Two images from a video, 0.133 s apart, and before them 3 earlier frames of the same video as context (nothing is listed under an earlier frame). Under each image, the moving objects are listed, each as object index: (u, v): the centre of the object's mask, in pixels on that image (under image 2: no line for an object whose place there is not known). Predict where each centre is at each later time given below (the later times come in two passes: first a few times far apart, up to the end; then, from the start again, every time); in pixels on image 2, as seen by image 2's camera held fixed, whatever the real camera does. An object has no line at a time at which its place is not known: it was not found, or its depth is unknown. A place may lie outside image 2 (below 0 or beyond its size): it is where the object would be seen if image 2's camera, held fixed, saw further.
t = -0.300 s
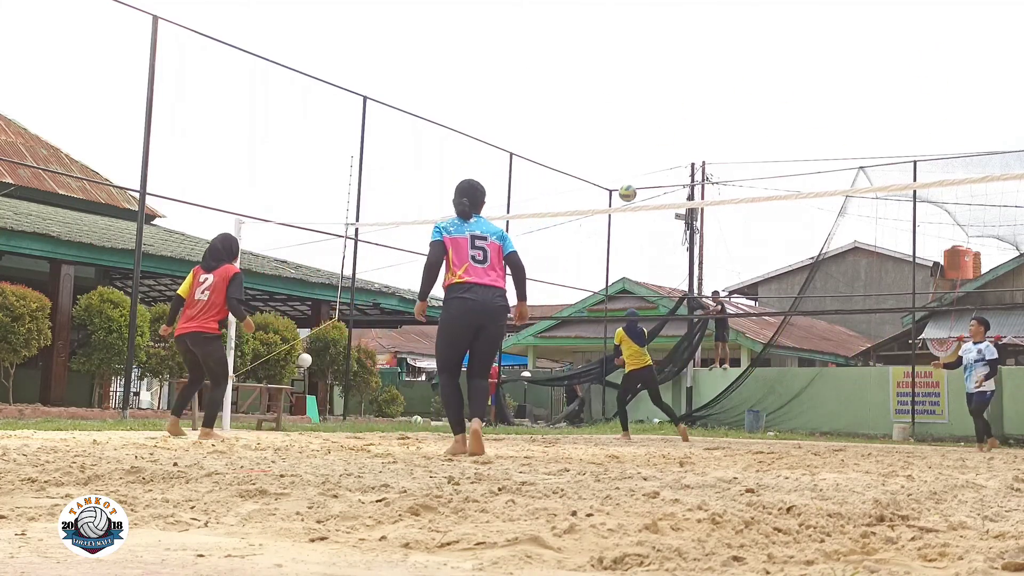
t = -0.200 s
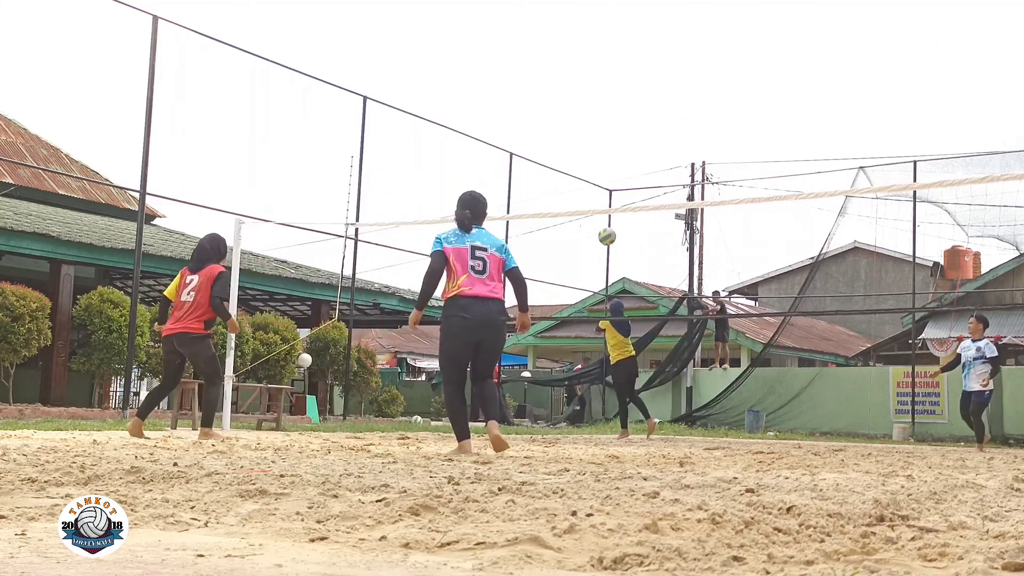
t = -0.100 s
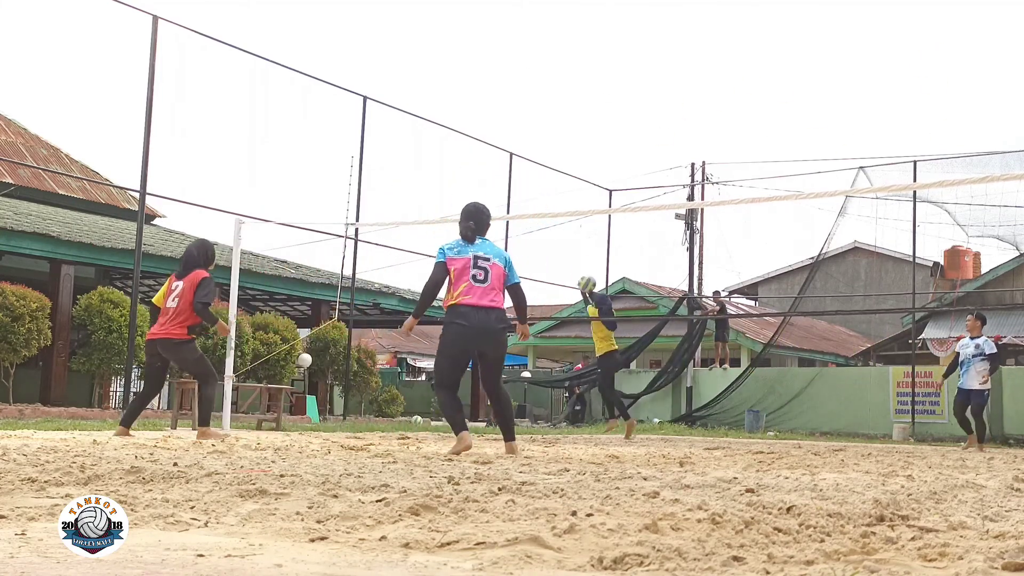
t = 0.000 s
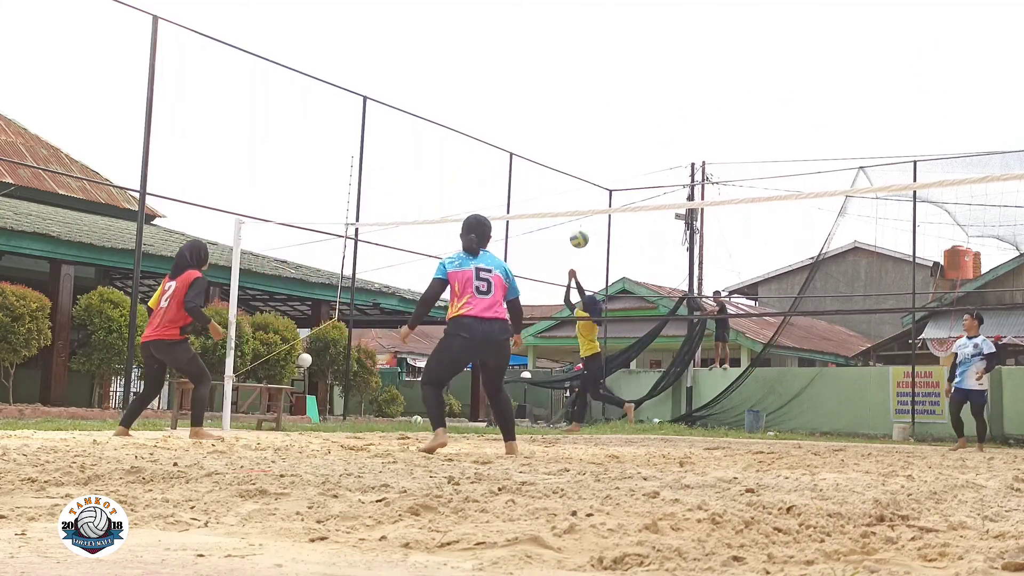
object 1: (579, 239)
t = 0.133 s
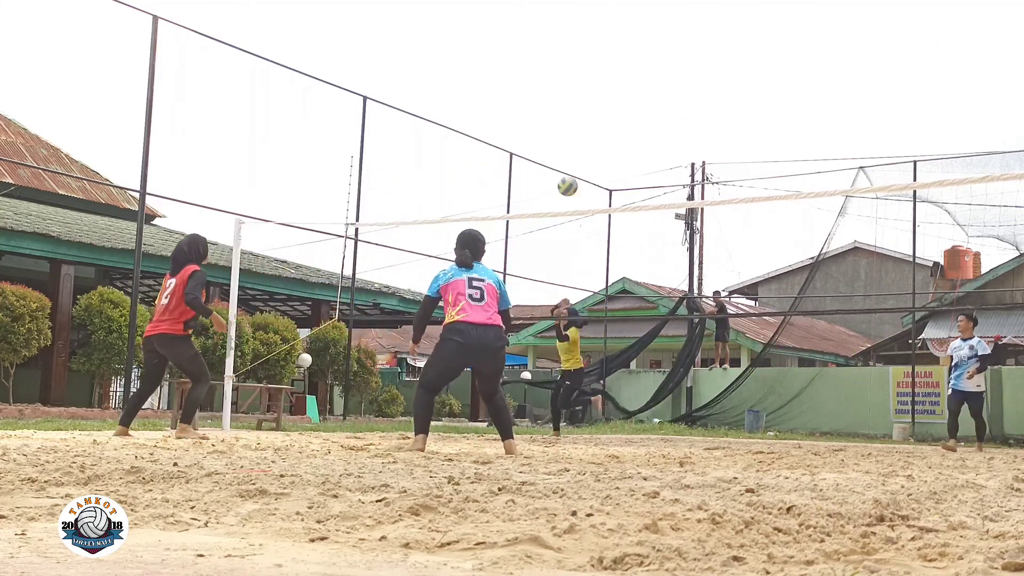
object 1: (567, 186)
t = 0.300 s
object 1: (551, 135)
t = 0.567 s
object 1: (518, 98)
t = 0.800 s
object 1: (478, 140)
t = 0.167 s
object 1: (564, 174)
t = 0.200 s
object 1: (561, 163)
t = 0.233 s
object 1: (558, 154)
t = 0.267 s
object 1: (554, 144)
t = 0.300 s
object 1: (551, 135)
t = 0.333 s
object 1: (547, 127)
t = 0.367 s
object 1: (543, 120)
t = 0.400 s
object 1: (540, 113)
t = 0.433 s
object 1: (536, 108)
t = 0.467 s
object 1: (531, 104)
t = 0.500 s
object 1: (527, 101)
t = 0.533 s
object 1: (522, 99)
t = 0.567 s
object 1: (518, 98)
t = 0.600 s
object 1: (513, 99)
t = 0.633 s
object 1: (508, 101)
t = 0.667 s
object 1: (503, 106)
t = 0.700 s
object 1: (498, 112)
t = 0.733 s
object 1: (491, 119)
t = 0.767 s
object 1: (485, 128)
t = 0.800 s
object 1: (478, 140)
